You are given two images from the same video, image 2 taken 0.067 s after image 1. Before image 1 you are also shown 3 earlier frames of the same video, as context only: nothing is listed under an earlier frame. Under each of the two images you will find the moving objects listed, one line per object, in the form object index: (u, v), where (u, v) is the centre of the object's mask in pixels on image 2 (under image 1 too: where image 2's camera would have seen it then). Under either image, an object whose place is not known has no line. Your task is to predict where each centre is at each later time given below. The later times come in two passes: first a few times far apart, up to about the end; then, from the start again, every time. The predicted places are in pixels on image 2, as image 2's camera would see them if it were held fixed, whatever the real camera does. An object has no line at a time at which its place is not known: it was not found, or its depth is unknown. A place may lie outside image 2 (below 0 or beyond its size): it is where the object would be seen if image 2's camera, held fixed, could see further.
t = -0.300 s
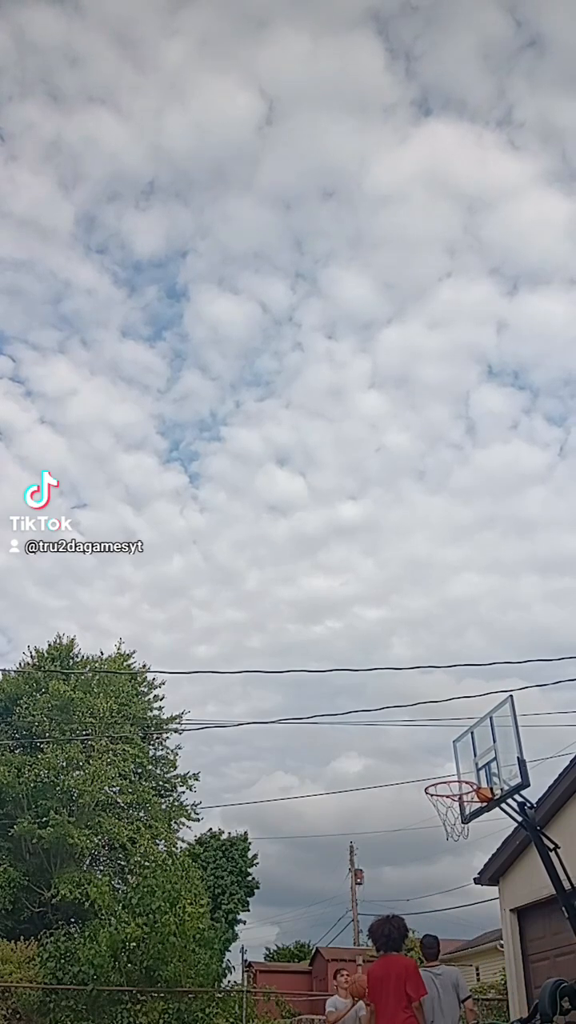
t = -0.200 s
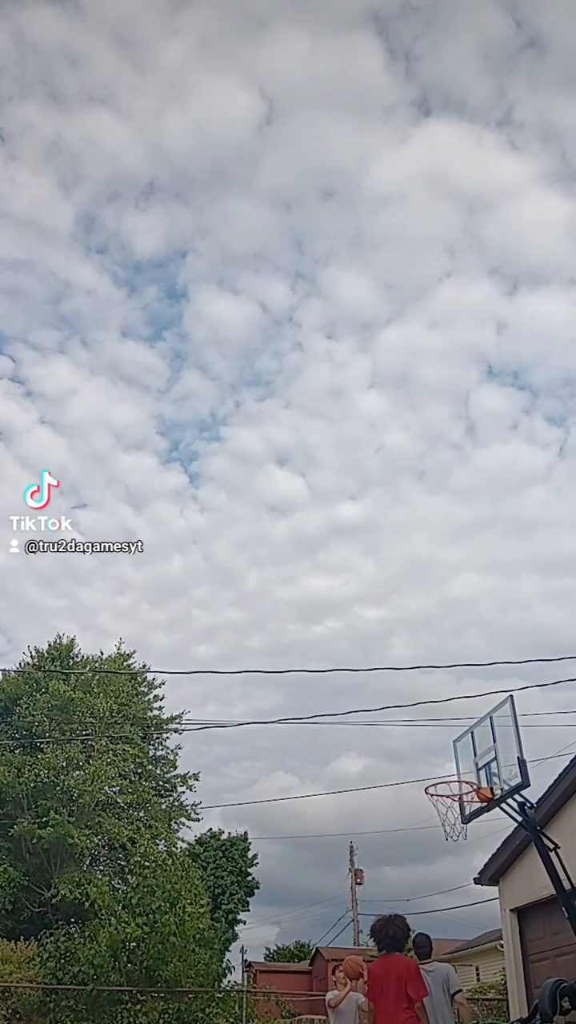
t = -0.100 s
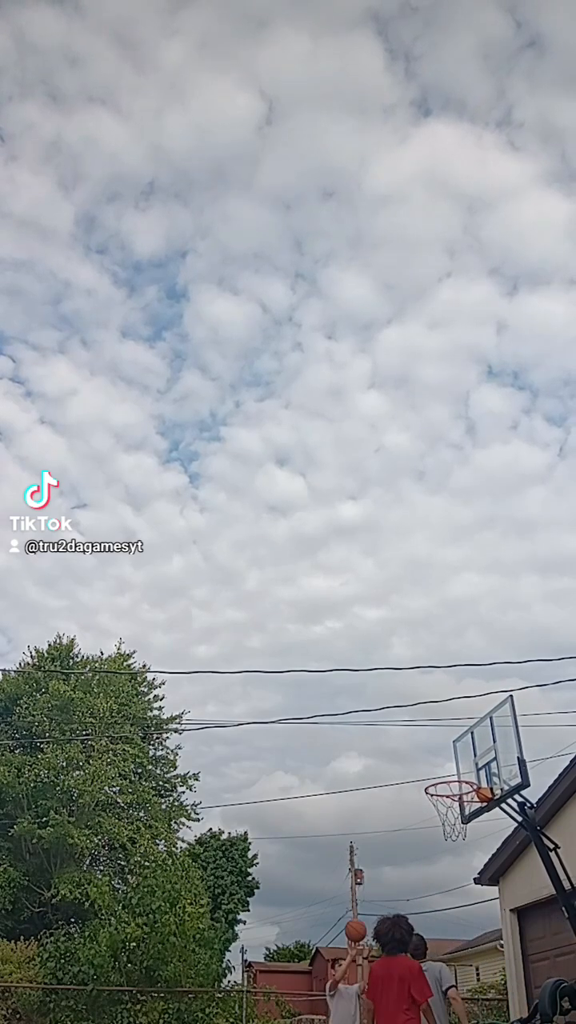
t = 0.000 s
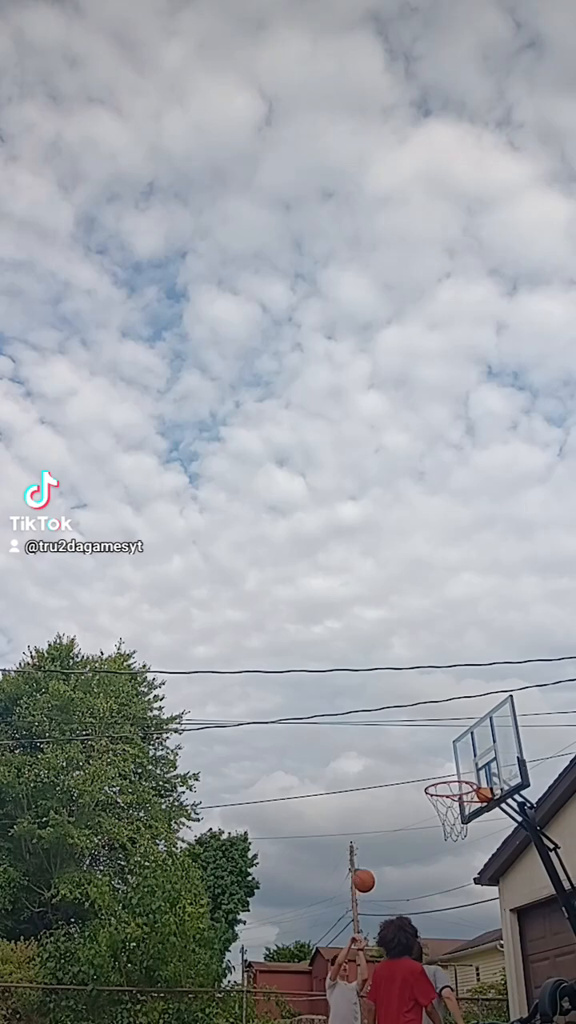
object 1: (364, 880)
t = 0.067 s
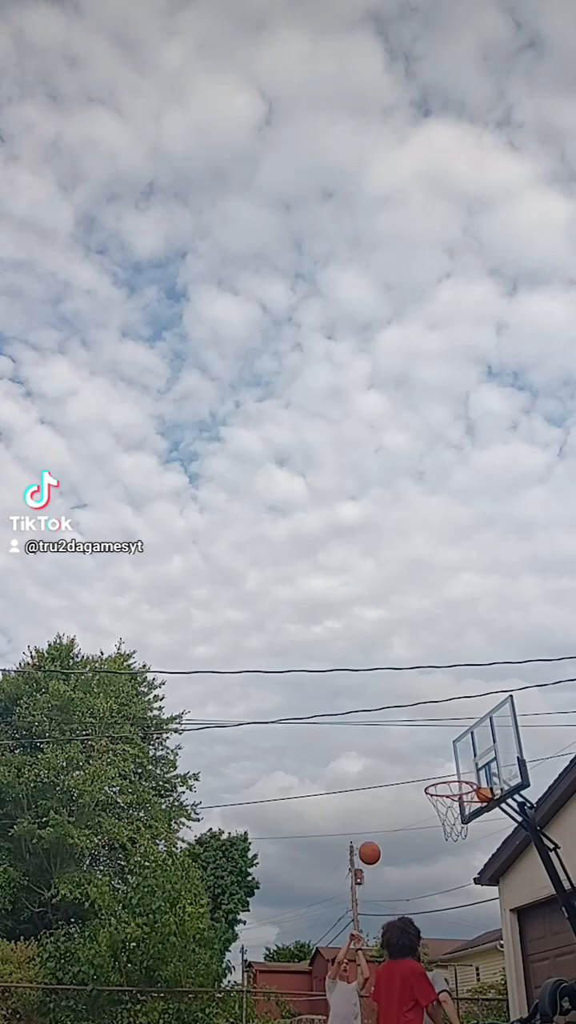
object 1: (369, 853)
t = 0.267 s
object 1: (387, 793)
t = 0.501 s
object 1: (411, 770)
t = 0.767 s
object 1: (428, 778)
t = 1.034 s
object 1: (417, 799)
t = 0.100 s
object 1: (372, 840)
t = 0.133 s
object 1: (375, 829)
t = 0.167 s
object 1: (378, 819)
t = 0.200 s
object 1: (381, 809)
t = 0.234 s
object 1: (384, 801)
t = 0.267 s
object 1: (387, 793)
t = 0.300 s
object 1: (390, 787)
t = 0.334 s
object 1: (394, 782)
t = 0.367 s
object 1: (397, 777)
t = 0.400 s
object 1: (400, 774)
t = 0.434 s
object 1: (404, 771)
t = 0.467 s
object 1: (408, 770)
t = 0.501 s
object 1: (411, 770)
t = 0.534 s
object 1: (415, 770)
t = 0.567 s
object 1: (419, 772)
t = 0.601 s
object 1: (423, 775)
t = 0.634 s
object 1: (428, 780)
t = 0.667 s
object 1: (432, 785)
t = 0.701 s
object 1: (431, 783)
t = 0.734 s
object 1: (430, 780)
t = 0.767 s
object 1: (428, 778)
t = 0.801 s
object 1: (427, 777)
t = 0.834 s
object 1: (426, 777)
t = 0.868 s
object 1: (424, 778)
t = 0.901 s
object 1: (423, 781)
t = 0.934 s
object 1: (422, 784)
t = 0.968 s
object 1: (421, 789)
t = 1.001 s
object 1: (420, 794)
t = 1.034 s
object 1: (417, 799)
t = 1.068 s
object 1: (416, 804)
